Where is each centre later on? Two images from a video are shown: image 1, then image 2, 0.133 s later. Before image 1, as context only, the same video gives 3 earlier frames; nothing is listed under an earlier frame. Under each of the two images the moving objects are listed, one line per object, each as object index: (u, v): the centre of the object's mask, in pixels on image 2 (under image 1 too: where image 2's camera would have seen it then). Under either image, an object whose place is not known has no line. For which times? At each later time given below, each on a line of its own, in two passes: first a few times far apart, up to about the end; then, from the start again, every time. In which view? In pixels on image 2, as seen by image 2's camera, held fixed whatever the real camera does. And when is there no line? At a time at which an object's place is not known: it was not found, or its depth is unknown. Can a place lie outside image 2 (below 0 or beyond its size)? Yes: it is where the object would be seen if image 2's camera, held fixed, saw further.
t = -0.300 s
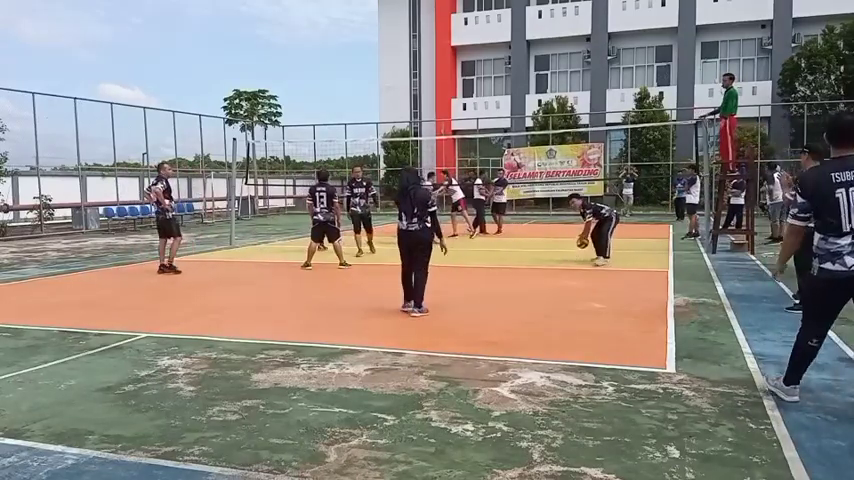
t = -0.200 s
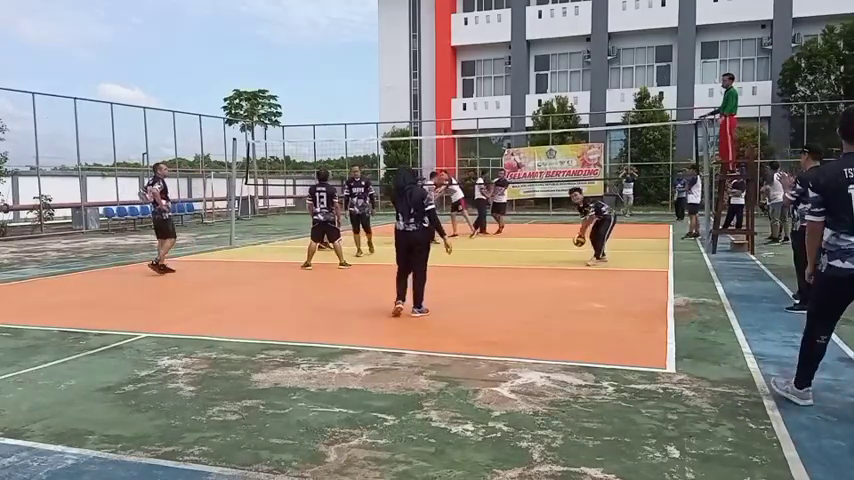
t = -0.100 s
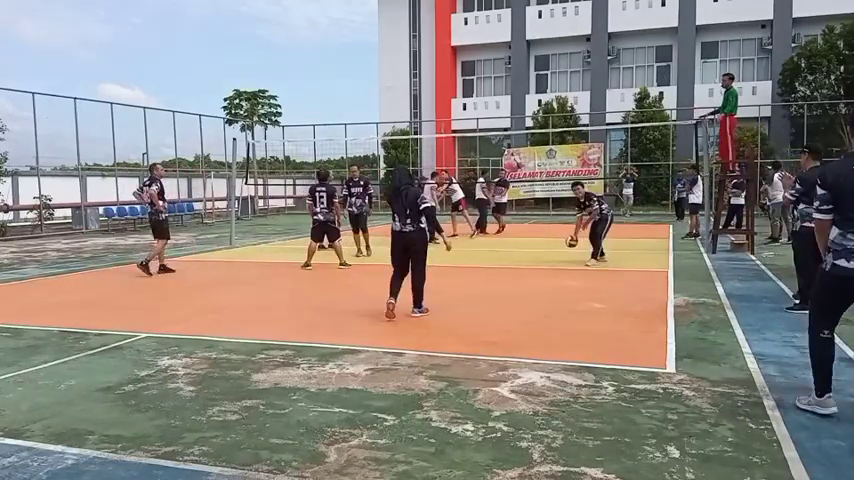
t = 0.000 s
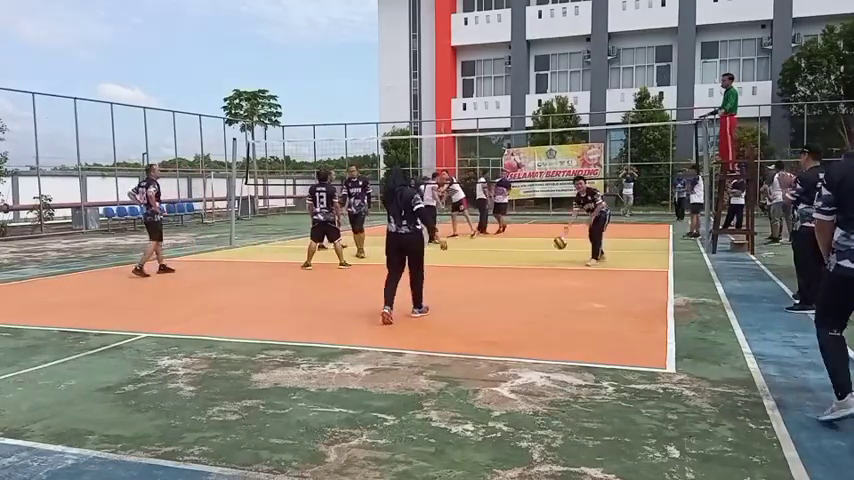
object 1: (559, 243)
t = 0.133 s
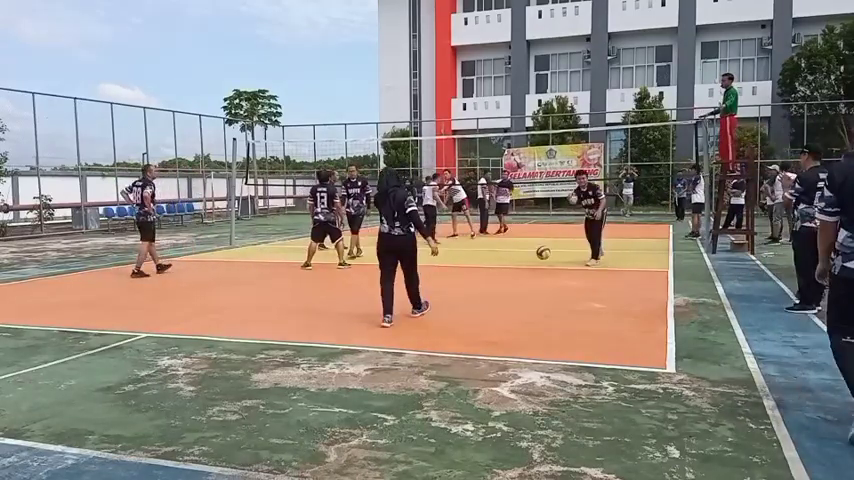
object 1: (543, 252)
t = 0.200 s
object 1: (533, 263)
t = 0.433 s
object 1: (509, 257)
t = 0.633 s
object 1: (487, 273)
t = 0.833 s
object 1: (462, 269)
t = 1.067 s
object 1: (429, 286)
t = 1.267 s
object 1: (397, 287)
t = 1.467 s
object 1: (359, 306)
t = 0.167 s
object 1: (539, 257)
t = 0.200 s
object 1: (533, 263)
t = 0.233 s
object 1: (530, 268)
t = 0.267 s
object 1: (527, 265)
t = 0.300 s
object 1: (523, 261)
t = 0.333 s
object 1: (520, 259)
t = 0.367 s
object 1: (516, 258)
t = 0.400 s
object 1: (513, 257)
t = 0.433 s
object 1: (509, 257)
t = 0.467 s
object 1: (505, 257)
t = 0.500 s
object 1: (502, 259)
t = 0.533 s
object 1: (498, 261)
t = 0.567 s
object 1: (495, 264)
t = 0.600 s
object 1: (491, 268)
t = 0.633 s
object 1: (487, 273)
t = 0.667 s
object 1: (483, 279)
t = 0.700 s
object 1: (479, 279)
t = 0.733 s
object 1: (475, 275)
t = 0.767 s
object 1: (471, 272)
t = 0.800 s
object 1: (467, 270)
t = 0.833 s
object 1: (462, 269)
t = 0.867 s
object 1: (458, 269)
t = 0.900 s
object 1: (453, 269)
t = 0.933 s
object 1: (449, 270)
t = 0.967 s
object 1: (444, 273)
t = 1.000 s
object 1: (439, 276)
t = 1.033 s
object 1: (434, 281)
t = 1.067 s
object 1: (429, 286)
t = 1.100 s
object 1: (424, 294)
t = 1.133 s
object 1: (419, 296)
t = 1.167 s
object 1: (414, 292)
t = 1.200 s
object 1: (408, 289)
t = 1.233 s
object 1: (403, 287)
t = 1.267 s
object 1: (397, 287)
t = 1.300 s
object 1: (391, 287)
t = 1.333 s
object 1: (385, 289)
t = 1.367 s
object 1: (379, 290)
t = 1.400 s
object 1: (373, 294)
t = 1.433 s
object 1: (366, 299)
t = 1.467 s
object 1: (359, 306)
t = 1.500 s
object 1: (353, 313)
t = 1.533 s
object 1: (346, 313)
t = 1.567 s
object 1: (339, 309)
